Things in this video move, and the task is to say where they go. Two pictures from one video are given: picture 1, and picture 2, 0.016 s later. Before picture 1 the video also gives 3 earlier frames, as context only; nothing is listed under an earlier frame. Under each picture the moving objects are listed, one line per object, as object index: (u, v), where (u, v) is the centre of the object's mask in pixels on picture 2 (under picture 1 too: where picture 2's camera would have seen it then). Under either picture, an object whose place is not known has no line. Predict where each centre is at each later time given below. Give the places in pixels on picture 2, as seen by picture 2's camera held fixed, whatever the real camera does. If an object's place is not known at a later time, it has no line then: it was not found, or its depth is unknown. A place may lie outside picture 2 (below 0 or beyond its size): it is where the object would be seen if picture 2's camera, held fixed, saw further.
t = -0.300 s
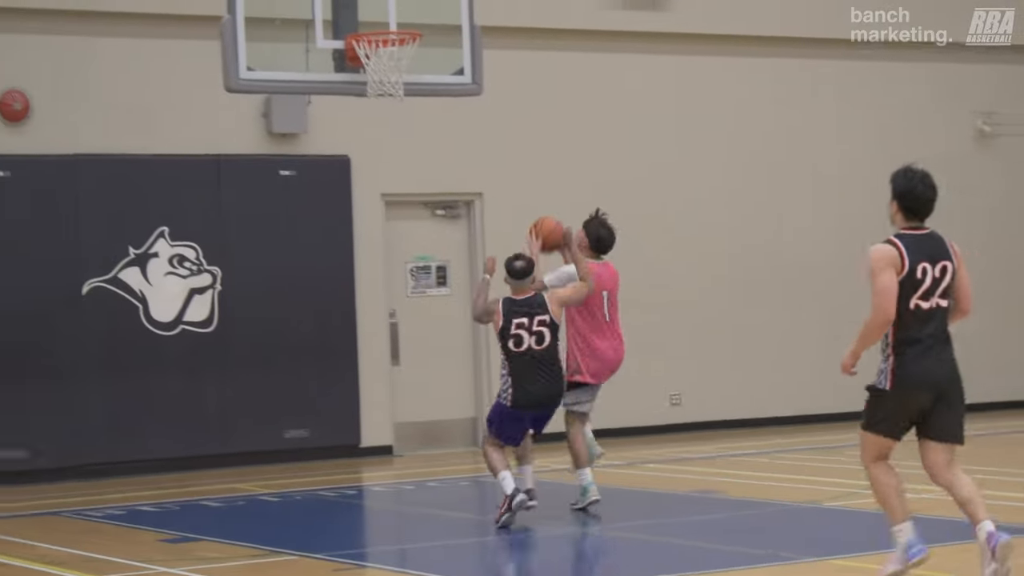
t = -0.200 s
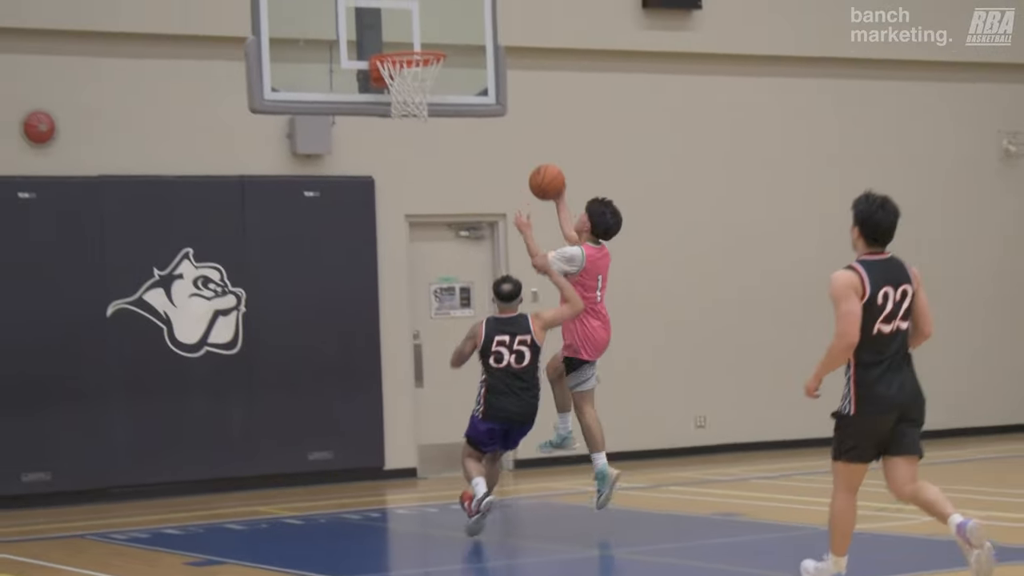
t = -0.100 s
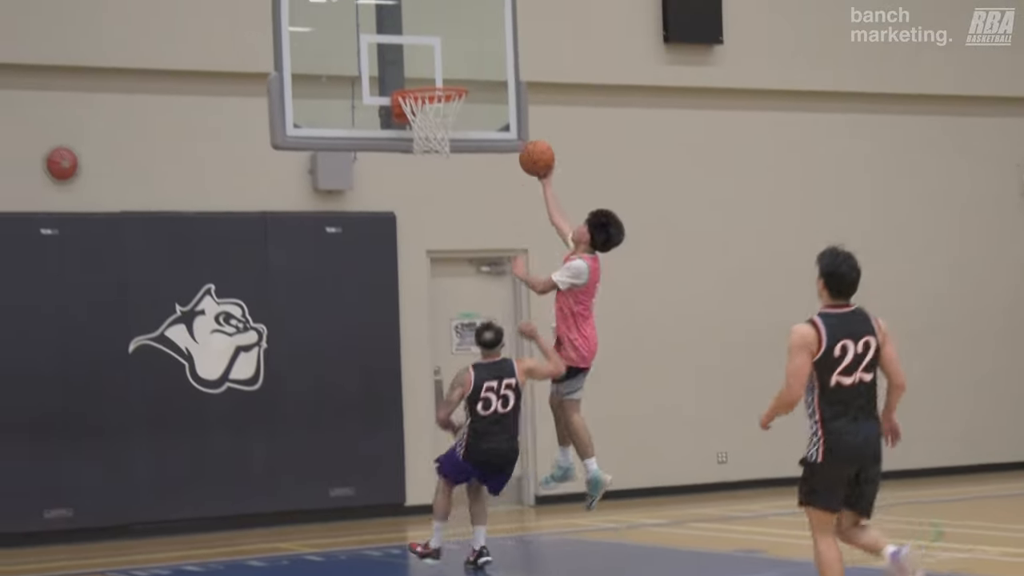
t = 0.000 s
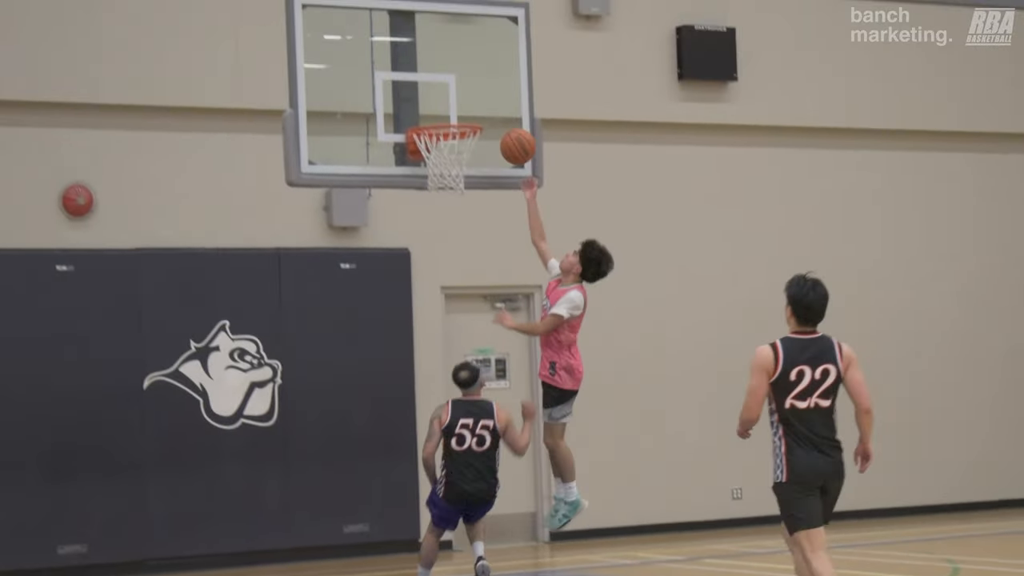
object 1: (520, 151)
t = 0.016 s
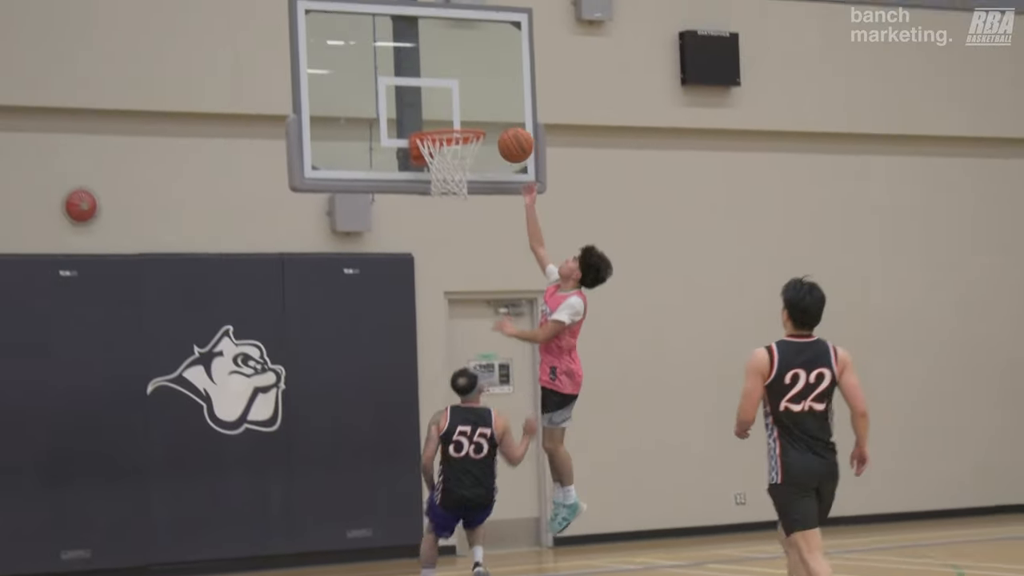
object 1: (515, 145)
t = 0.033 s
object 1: (511, 140)
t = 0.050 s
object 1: (507, 133)
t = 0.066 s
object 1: (502, 128)
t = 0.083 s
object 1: (498, 123)
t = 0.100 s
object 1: (492, 119)
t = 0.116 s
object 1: (491, 116)
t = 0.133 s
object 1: (490, 112)
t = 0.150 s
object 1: (489, 109)
